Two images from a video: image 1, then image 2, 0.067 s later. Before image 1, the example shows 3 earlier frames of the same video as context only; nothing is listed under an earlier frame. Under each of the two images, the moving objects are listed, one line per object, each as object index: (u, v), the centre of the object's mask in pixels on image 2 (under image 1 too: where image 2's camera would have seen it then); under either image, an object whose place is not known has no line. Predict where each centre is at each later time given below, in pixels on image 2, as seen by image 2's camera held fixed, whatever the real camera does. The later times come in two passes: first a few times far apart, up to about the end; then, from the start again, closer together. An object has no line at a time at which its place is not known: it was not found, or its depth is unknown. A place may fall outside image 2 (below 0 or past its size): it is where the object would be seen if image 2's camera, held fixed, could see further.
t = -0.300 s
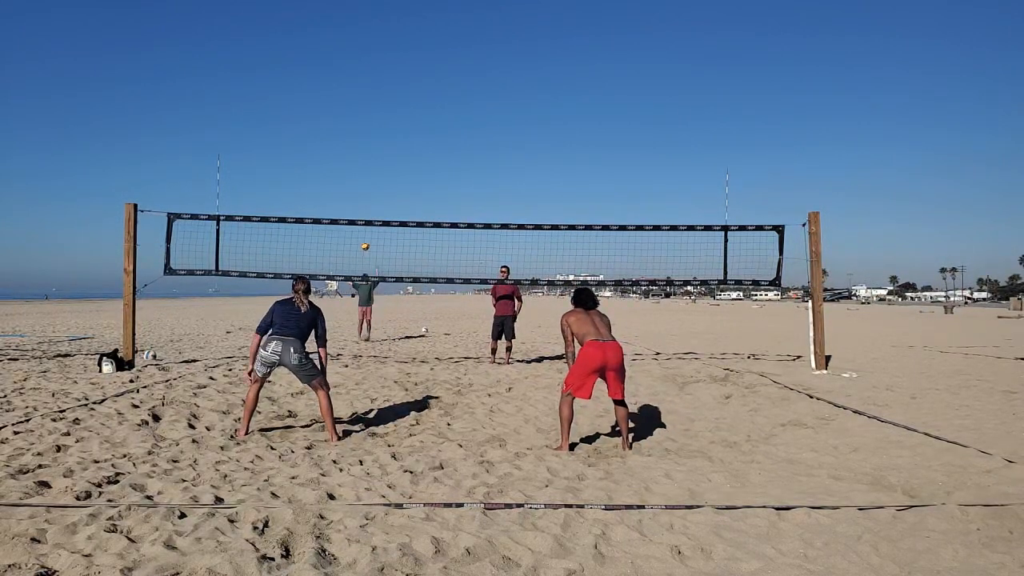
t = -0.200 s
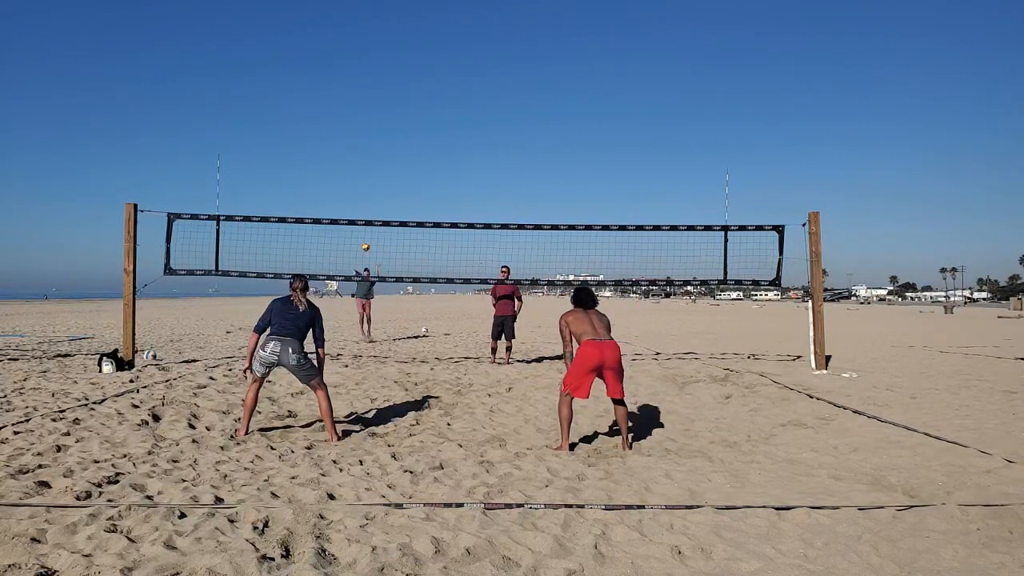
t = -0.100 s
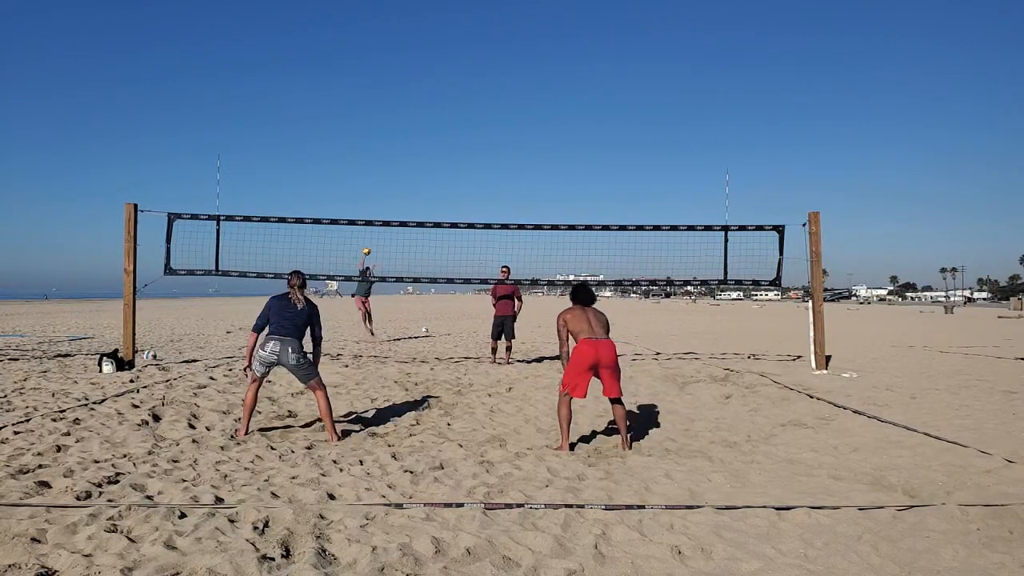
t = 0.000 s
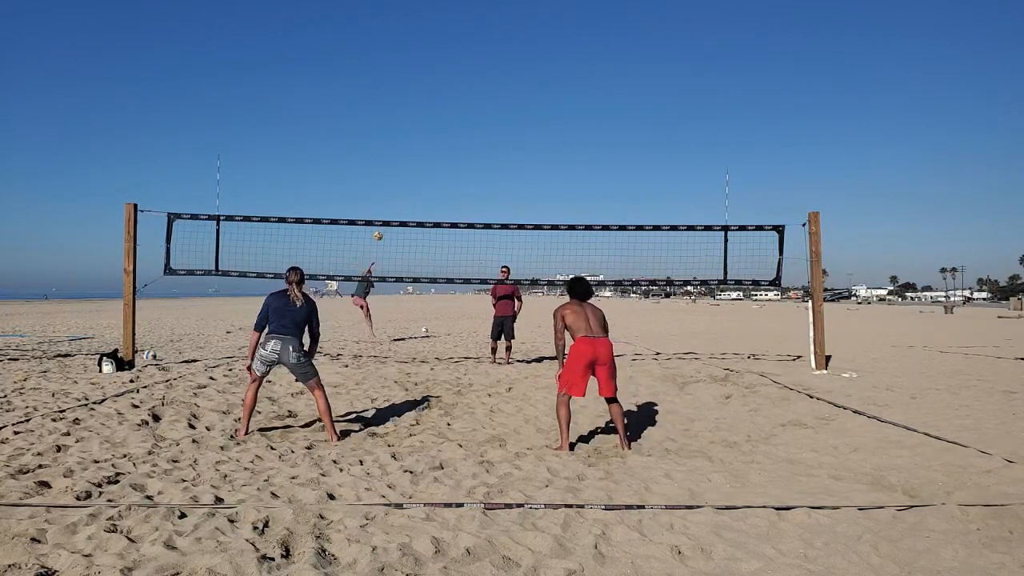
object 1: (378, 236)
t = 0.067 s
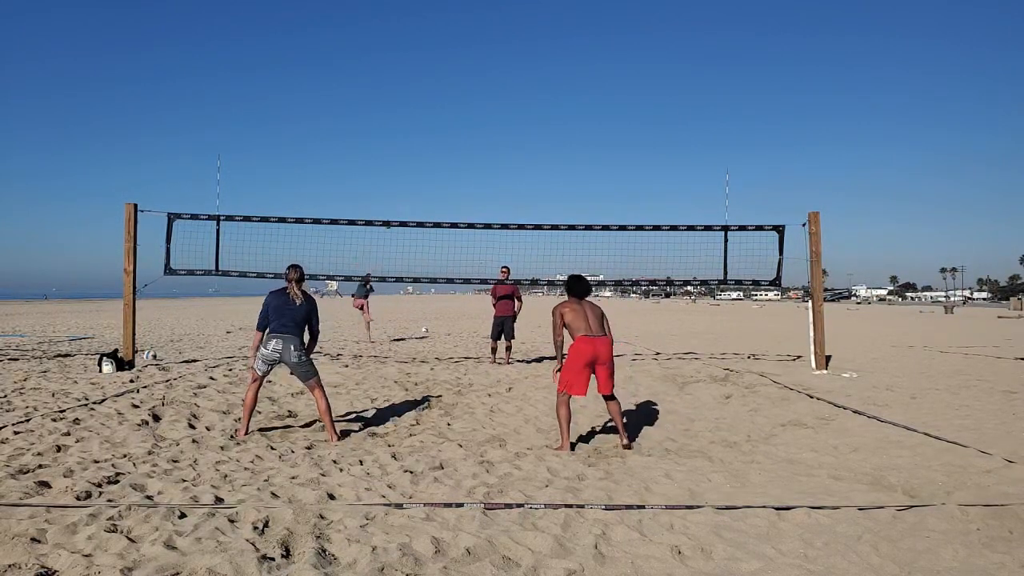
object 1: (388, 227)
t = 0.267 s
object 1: (421, 191)
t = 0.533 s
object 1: (487, 161)
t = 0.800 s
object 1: (595, 166)
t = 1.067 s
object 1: (779, 243)
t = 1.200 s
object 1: (929, 346)
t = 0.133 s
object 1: (398, 212)
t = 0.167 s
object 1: (403, 206)
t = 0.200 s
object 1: (409, 201)
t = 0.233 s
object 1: (415, 196)
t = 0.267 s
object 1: (421, 191)
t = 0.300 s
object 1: (428, 185)
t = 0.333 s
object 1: (435, 181)
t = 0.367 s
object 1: (442, 177)
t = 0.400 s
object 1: (450, 173)
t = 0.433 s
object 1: (458, 169)
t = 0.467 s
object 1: (467, 166)
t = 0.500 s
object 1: (477, 163)
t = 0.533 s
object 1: (487, 161)
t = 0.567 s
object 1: (497, 159)
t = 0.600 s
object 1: (509, 158)
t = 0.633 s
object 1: (521, 158)
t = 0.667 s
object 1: (534, 158)
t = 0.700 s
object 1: (547, 158)
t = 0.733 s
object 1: (562, 160)
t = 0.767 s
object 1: (578, 162)
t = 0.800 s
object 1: (595, 166)
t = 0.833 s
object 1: (612, 170)
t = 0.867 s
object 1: (632, 175)
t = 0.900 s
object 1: (652, 182)
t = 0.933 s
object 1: (674, 190)
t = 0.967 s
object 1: (697, 200)
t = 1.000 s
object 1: (722, 212)
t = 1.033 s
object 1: (749, 226)
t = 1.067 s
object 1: (779, 243)
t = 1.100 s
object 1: (811, 263)
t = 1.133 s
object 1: (846, 286)
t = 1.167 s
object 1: (885, 314)
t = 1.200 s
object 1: (929, 346)
